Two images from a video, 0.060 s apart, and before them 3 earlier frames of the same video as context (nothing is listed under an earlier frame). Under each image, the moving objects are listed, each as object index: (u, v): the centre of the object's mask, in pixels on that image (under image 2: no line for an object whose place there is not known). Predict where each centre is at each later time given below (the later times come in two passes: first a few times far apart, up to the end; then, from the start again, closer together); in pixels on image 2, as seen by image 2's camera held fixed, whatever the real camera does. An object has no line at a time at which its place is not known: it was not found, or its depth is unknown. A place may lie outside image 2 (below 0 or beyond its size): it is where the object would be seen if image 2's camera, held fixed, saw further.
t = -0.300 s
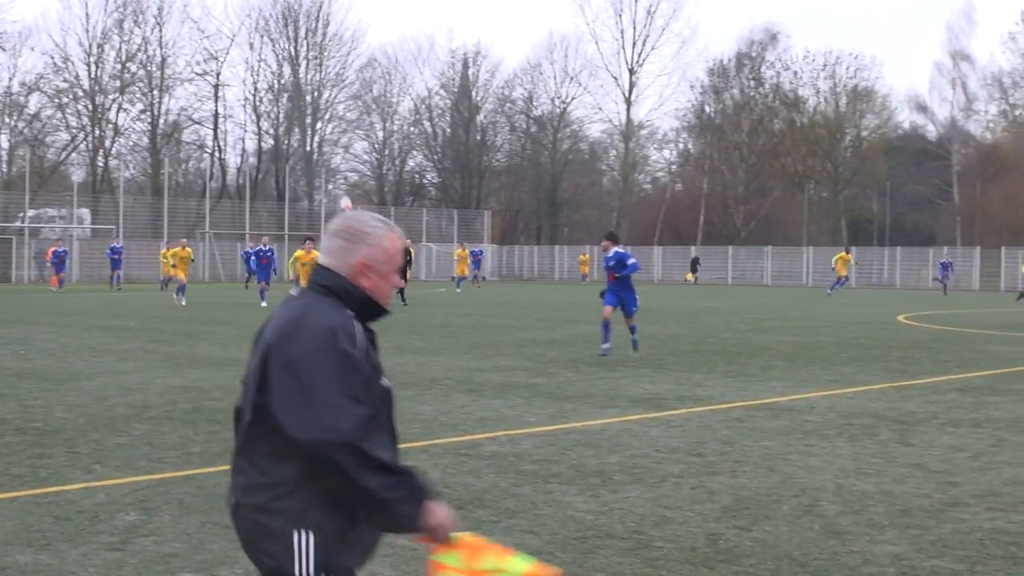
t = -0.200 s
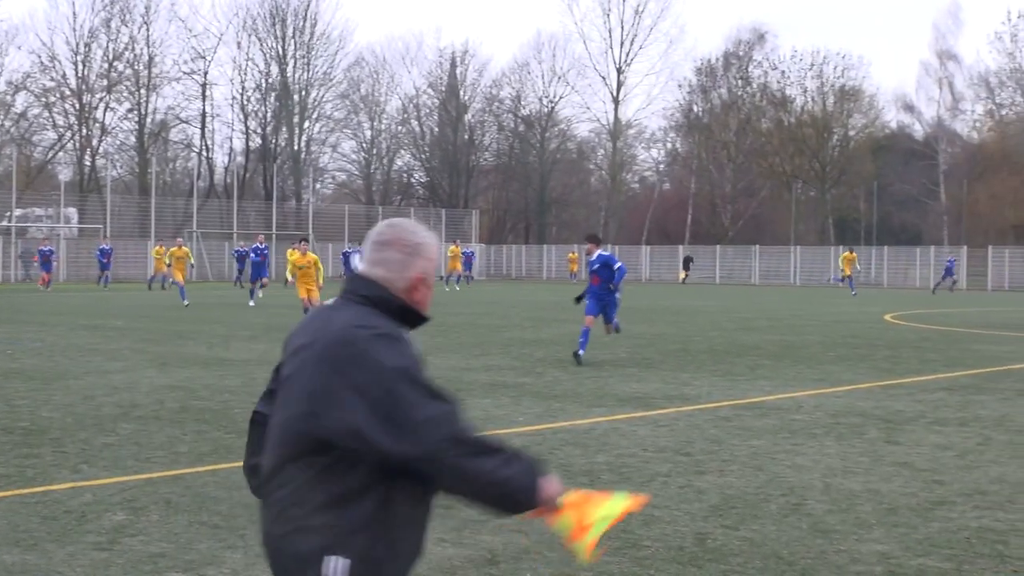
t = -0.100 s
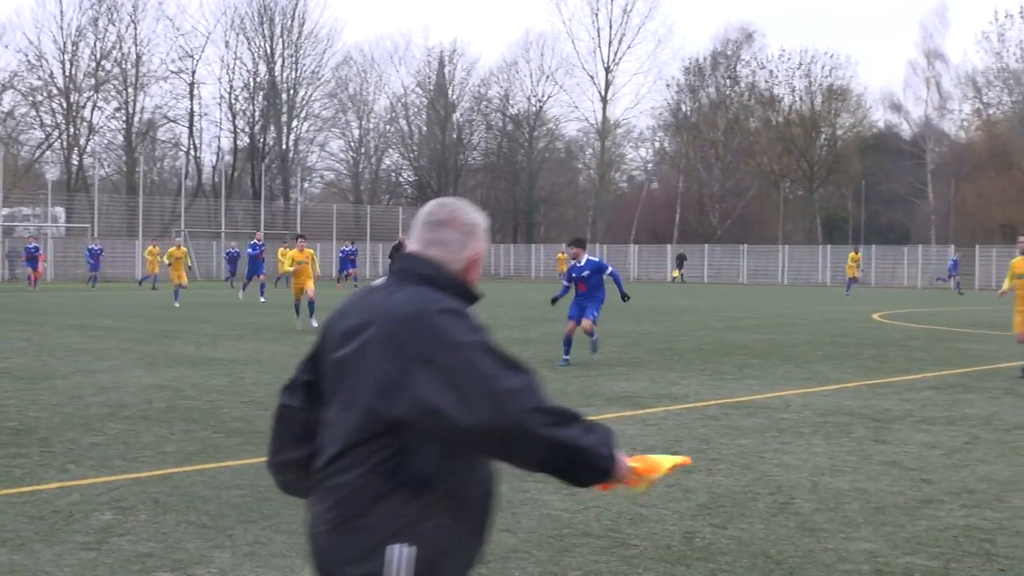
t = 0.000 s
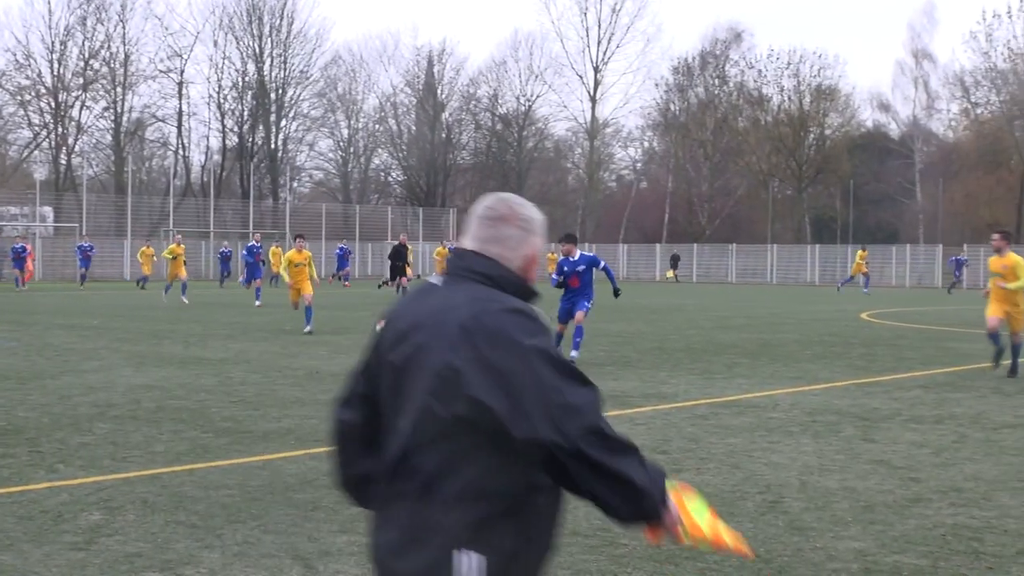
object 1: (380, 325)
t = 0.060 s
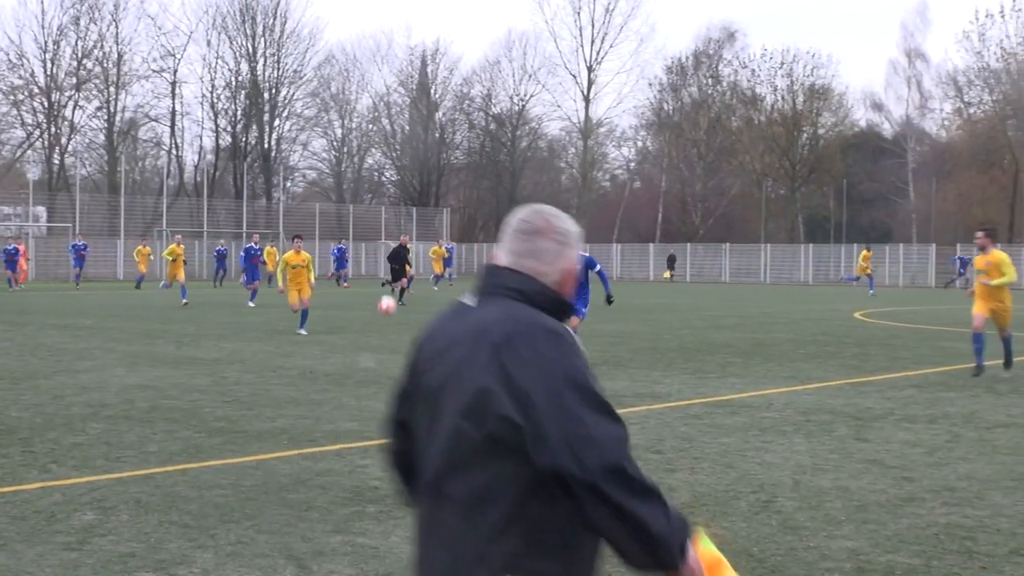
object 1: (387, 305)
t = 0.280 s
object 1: (423, 231)
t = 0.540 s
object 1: (473, 193)
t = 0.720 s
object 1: (513, 204)
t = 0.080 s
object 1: (390, 297)
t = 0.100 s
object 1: (393, 289)
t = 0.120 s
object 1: (397, 281)
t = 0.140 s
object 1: (400, 276)
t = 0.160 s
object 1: (403, 269)
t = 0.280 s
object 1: (423, 231)
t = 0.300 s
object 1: (427, 227)
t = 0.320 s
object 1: (431, 223)
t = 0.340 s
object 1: (434, 218)
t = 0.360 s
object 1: (438, 215)
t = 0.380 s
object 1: (441, 210)
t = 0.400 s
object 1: (445, 207)
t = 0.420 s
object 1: (449, 204)
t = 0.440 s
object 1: (453, 201)
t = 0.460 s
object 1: (457, 199)
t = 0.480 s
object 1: (461, 197)
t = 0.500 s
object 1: (465, 196)
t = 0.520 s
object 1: (469, 194)
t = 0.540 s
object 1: (473, 193)
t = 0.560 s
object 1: (477, 193)
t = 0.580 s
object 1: (482, 193)
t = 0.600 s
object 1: (486, 192)
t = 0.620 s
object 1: (490, 194)
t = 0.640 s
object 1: (494, 195)
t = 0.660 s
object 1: (499, 196)
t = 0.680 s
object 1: (503, 198)
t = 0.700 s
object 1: (508, 200)
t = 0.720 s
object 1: (513, 204)
